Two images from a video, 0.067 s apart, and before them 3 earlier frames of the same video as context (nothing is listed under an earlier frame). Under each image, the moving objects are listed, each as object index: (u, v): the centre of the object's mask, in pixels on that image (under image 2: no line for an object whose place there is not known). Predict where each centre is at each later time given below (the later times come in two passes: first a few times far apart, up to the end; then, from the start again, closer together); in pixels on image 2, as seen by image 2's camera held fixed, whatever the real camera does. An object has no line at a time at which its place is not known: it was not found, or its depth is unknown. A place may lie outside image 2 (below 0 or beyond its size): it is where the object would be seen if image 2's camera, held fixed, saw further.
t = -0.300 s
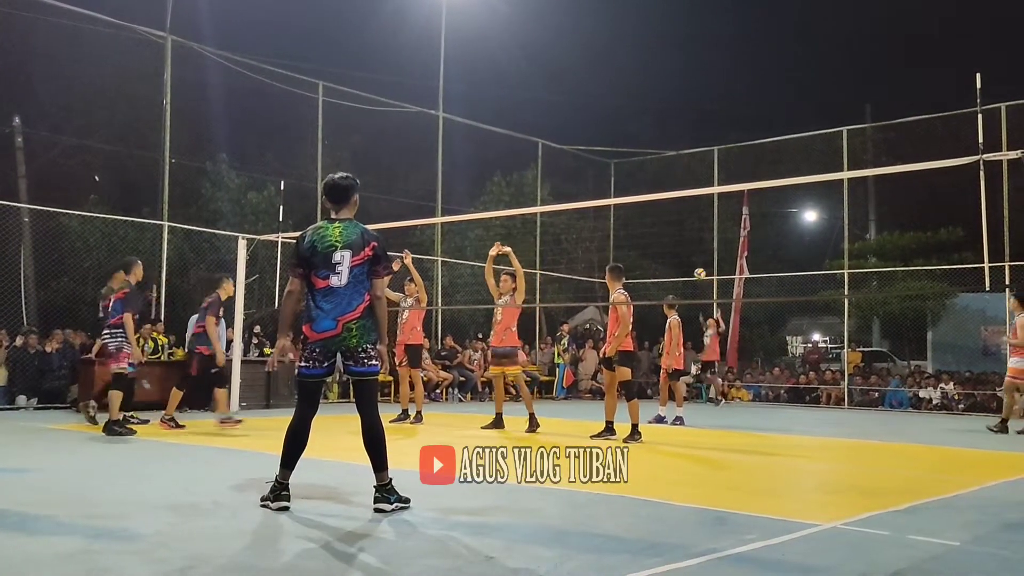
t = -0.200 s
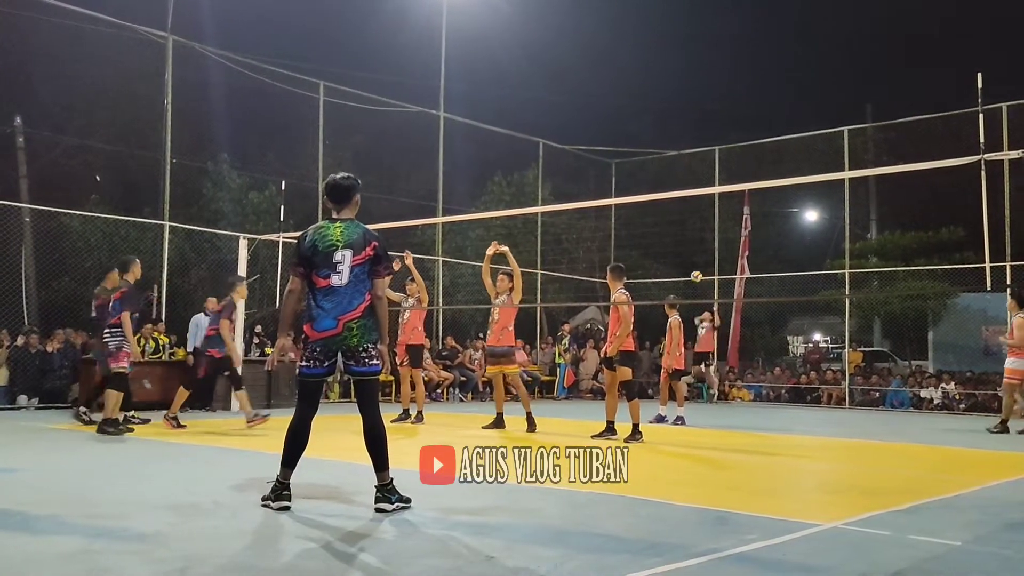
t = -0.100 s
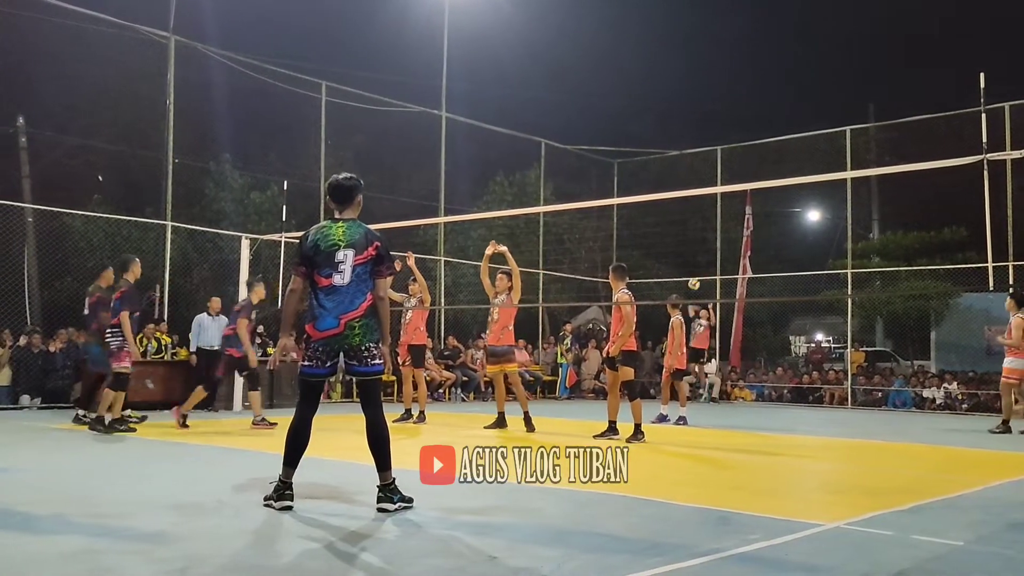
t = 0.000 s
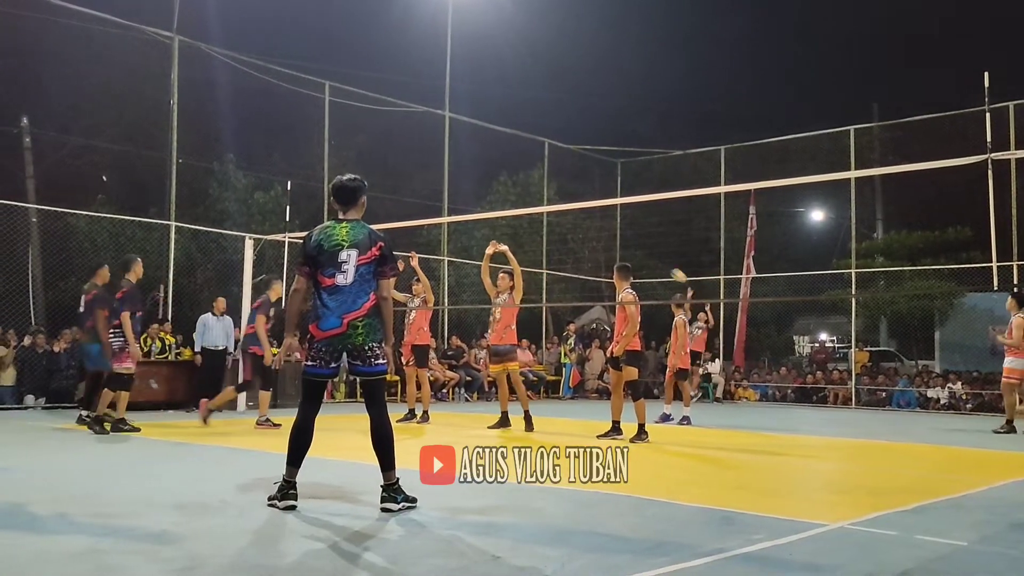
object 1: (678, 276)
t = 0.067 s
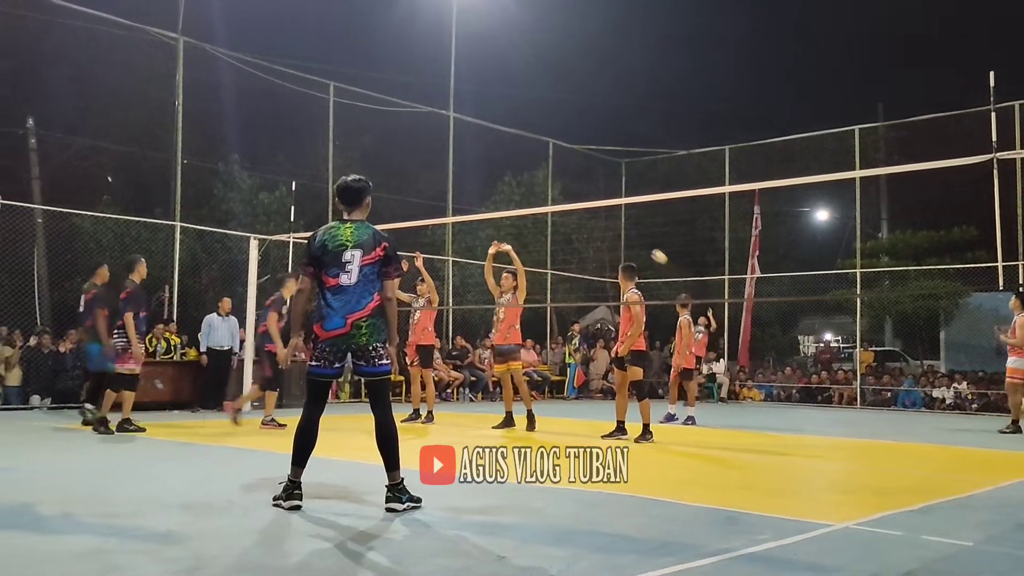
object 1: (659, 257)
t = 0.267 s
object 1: (574, 209)
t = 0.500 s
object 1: (451, 174)
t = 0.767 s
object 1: (256, 181)
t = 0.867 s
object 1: (162, 200)
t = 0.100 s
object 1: (646, 248)
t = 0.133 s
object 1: (633, 239)
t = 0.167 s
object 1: (619, 231)
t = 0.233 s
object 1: (590, 216)
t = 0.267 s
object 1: (574, 209)
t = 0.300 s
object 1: (557, 201)
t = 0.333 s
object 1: (542, 197)
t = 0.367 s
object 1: (525, 191)
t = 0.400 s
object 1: (508, 186)
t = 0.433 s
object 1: (490, 181)
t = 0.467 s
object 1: (471, 177)
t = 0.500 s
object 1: (451, 174)
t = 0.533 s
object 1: (431, 171)
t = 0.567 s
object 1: (409, 170)
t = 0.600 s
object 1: (386, 169)
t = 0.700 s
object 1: (312, 173)
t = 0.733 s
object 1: (284, 176)
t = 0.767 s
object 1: (256, 181)
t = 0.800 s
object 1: (227, 186)
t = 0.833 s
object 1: (196, 193)
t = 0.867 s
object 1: (162, 200)
